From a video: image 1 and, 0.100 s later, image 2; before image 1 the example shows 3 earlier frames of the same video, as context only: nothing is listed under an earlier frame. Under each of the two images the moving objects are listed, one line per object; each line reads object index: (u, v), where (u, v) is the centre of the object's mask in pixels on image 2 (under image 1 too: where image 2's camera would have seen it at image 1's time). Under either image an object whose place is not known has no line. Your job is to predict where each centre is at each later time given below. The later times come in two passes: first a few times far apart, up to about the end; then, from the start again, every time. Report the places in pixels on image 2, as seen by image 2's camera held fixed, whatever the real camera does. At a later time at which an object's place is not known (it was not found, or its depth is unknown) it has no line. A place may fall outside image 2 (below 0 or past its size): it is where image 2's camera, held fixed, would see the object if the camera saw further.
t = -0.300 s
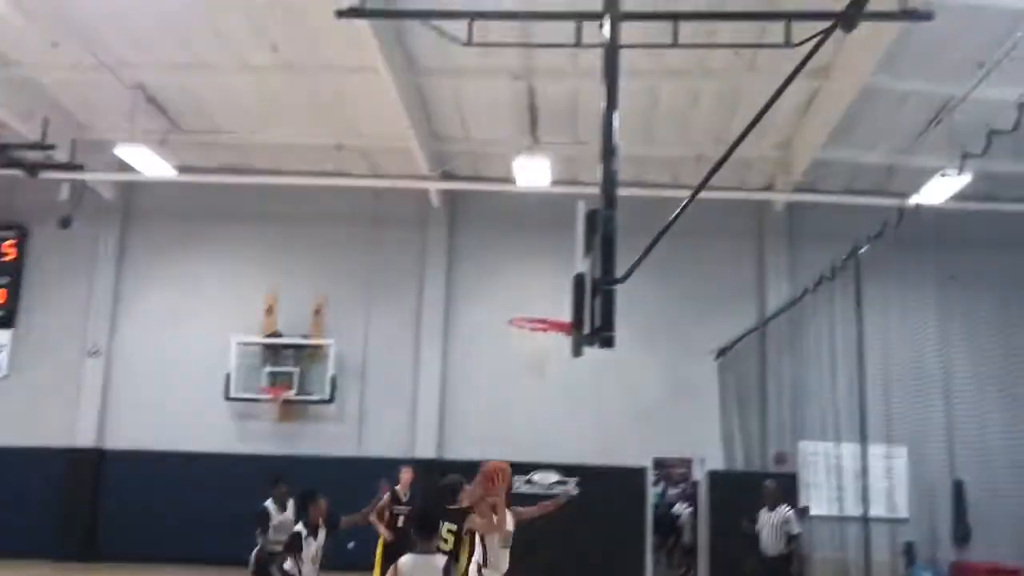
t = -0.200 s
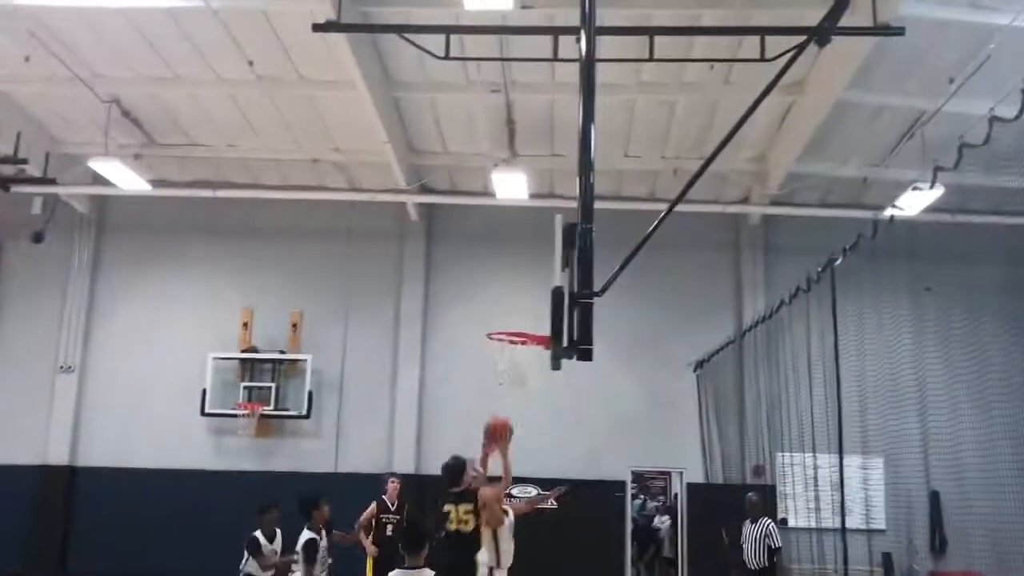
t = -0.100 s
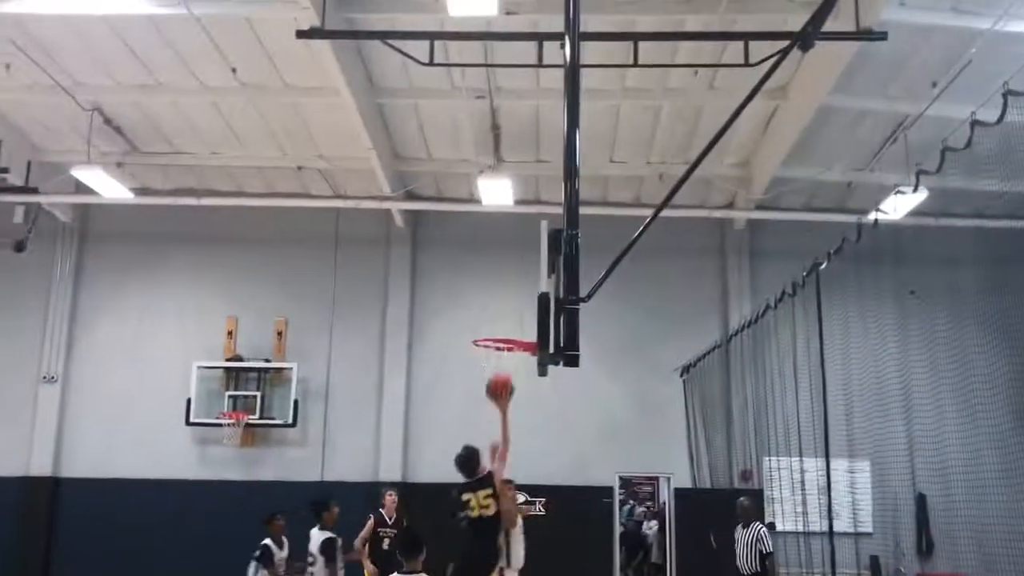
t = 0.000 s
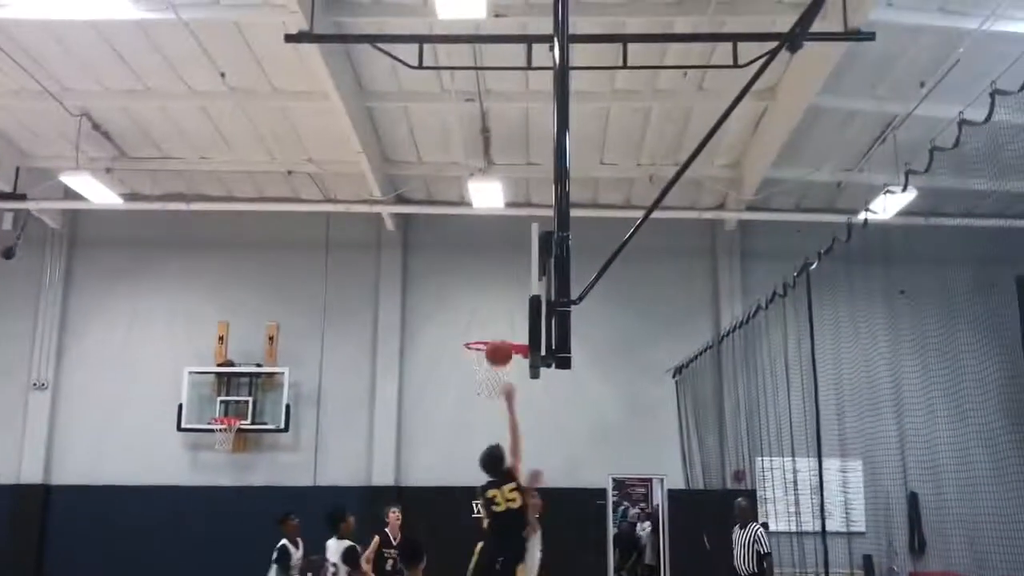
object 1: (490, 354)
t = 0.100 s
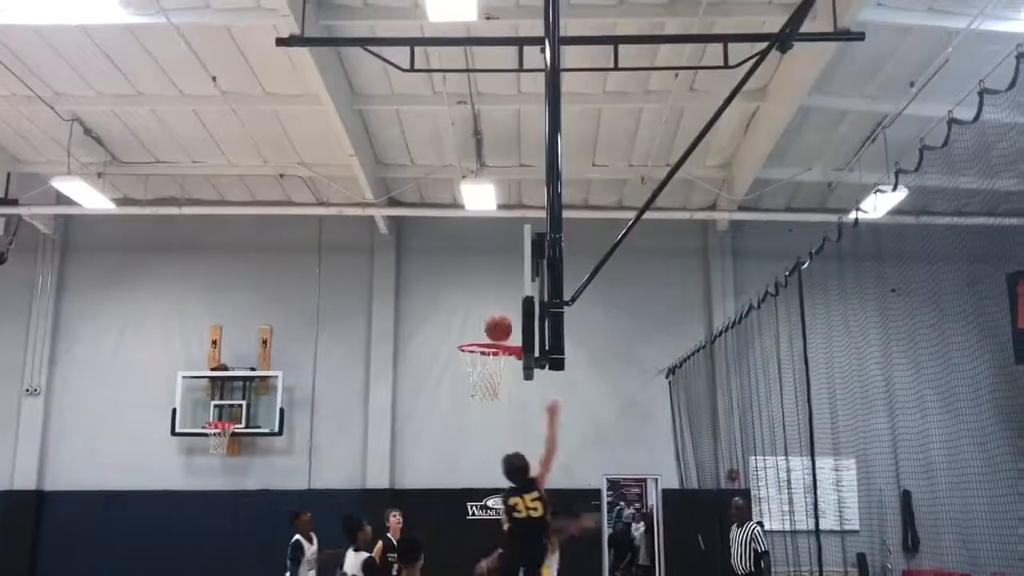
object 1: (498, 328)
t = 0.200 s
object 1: (506, 316)
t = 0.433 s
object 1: (513, 320)
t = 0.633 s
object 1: (498, 329)
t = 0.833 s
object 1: (477, 335)
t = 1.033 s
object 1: (470, 334)
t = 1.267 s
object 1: (476, 334)
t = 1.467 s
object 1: (491, 357)
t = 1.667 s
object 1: (502, 388)
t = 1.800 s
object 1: (502, 425)
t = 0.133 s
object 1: (501, 322)
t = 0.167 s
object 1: (503, 319)
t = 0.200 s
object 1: (506, 316)
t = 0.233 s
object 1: (508, 313)
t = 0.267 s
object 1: (512, 312)
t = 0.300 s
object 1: (513, 312)
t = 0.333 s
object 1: (515, 315)
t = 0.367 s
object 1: (516, 316)
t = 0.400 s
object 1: (515, 317)
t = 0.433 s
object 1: (513, 320)
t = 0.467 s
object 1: (512, 326)
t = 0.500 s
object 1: (511, 331)
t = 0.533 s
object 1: (509, 335)
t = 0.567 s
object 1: (505, 333)
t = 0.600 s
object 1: (501, 330)
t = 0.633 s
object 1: (498, 329)
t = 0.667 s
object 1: (494, 330)
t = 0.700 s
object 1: (490, 330)
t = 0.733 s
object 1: (486, 332)
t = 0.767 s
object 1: (483, 334)
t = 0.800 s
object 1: (479, 336)
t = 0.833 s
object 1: (477, 335)
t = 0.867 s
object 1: (476, 334)
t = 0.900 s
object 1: (474, 333)
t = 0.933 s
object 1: (472, 333)
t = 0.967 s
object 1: (471, 334)
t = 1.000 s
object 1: (470, 335)
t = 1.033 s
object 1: (470, 334)
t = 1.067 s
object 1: (469, 335)
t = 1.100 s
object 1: (470, 334)
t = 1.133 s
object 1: (470, 333)
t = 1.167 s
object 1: (471, 334)
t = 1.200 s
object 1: (472, 334)
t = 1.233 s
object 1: (474, 334)
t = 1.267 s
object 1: (476, 334)
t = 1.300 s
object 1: (479, 335)
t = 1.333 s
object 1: (481, 335)
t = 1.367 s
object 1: (484, 337)
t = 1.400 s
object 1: (487, 338)
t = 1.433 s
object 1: (490, 340)
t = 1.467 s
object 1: (491, 357)
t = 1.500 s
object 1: (495, 359)
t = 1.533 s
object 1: (497, 365)
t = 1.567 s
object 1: (500, 371)
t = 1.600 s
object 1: (501, 377)
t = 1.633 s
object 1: (502, 383)
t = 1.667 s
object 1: (502, 388)
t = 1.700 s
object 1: (502, 396)
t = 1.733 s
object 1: (502, 405)
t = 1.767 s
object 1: (502, 414)
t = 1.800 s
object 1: (502, 425)
